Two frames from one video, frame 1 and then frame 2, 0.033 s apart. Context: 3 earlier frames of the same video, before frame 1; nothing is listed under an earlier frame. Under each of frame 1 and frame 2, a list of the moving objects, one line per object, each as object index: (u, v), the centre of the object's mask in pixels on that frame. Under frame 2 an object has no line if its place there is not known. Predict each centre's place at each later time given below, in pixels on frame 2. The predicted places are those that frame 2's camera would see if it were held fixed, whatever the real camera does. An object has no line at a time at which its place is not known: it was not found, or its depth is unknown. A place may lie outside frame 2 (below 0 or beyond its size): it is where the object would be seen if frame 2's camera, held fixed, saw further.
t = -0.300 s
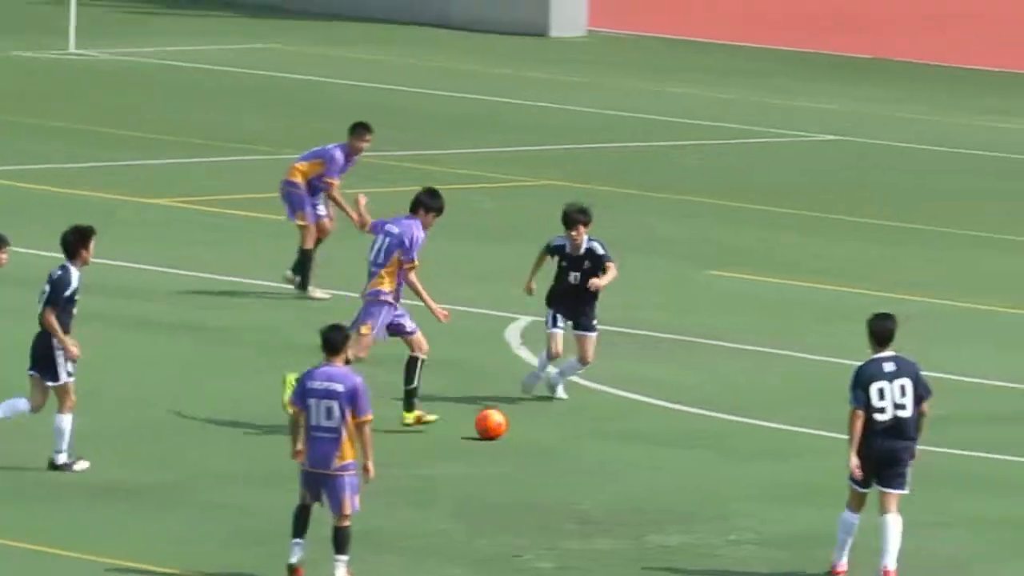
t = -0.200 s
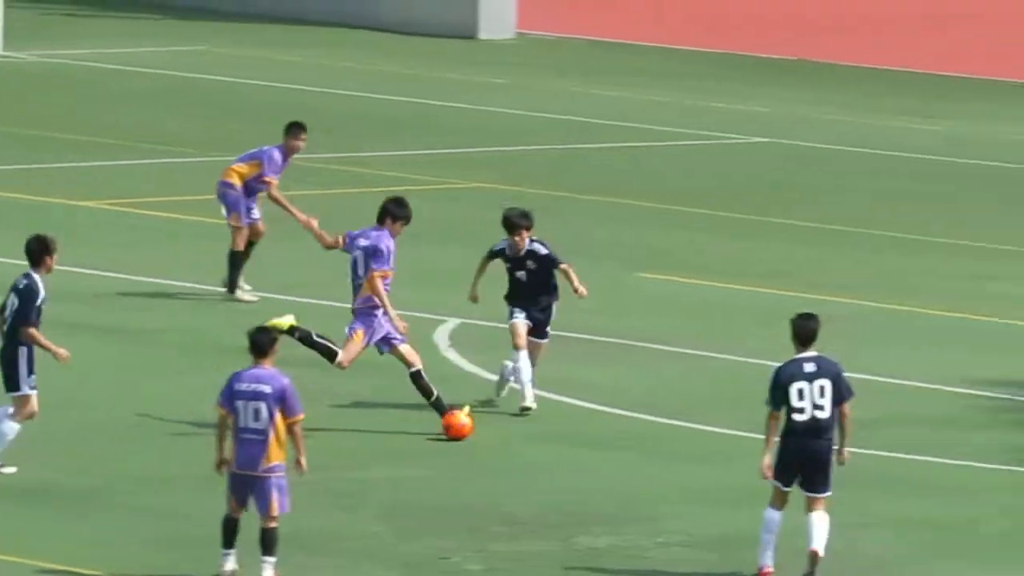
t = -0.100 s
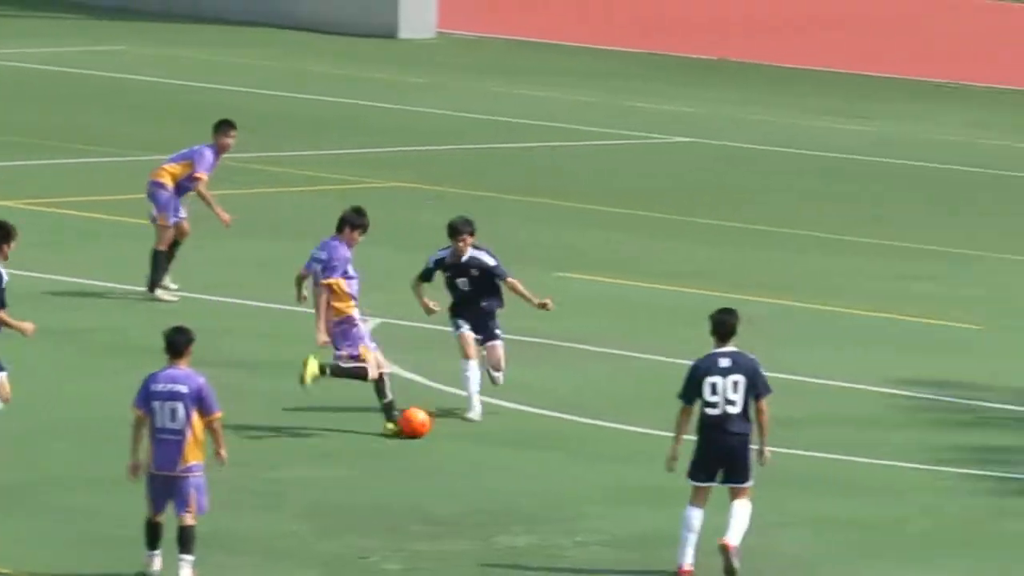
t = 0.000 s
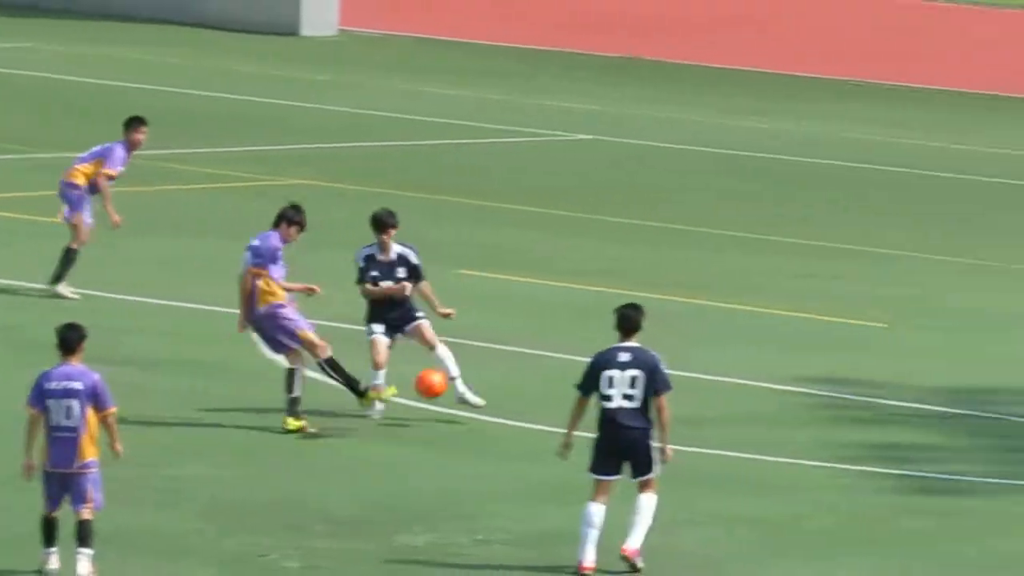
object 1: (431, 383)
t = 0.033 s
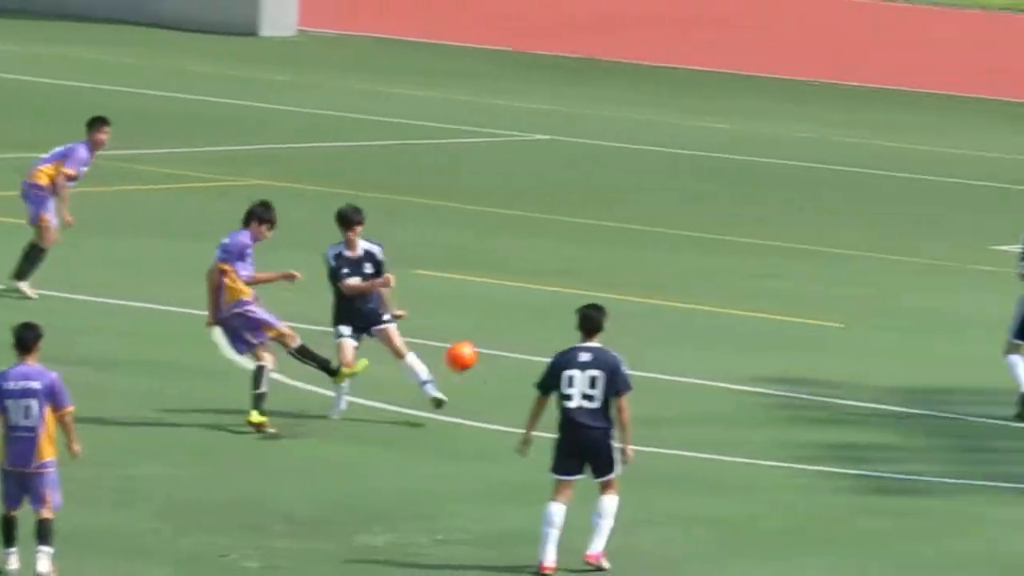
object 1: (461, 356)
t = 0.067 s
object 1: (532, 327)
